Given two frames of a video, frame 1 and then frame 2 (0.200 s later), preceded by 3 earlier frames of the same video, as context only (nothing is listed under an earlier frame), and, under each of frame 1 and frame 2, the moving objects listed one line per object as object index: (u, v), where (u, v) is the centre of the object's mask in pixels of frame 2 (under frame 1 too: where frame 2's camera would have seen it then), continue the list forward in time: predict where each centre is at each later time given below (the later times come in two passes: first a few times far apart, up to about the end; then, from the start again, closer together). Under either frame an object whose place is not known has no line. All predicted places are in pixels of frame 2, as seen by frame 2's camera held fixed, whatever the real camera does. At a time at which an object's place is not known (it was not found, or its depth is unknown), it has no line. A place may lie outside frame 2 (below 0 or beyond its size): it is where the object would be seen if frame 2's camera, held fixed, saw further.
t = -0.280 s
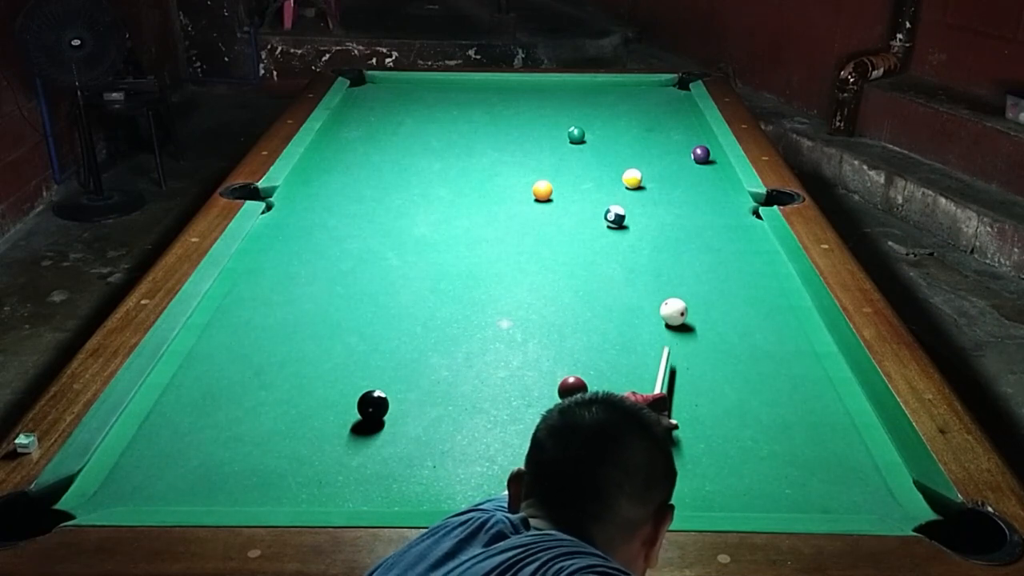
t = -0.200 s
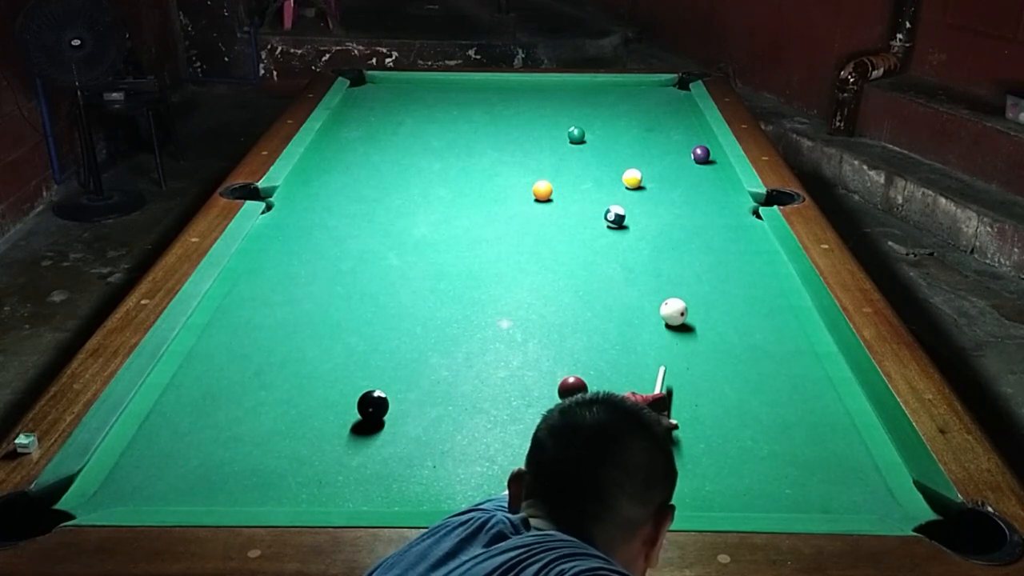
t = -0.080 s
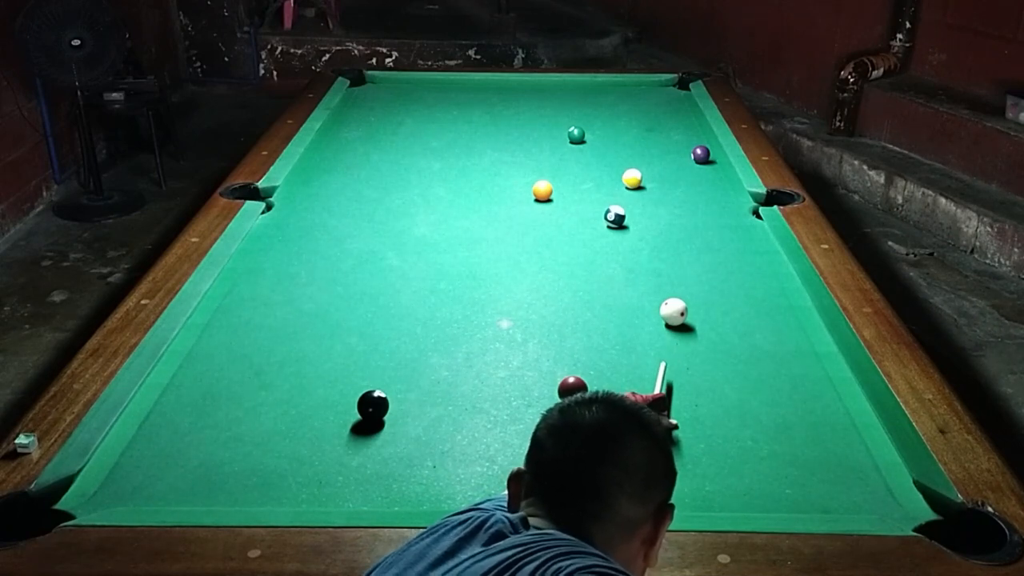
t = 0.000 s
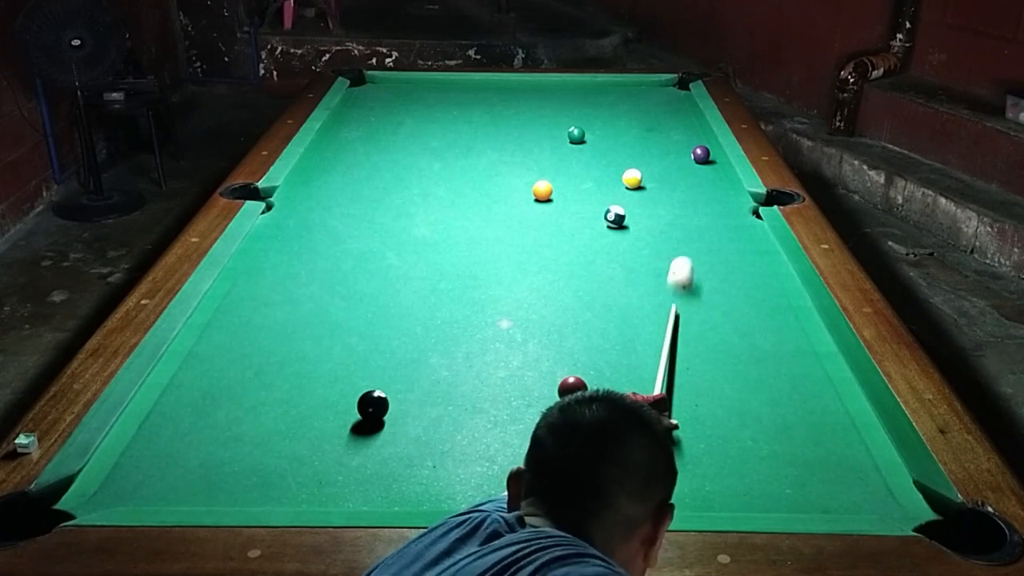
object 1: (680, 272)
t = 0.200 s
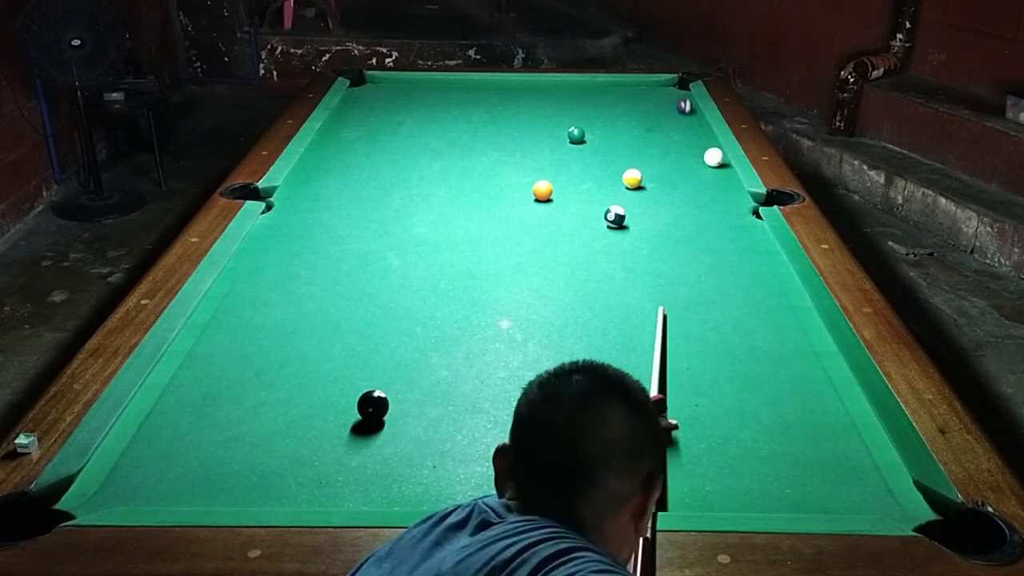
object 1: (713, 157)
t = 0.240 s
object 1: (708, 157)
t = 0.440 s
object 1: (687, 155)
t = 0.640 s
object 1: (668, 154)
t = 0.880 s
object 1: (651, 152)
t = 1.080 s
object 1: (641, 151)
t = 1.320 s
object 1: (632, 151)
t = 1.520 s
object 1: (629, 151)
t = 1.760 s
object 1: (630, 150)
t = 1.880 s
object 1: (630, 151)
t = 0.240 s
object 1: (708, 157)
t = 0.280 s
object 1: (704, 156)
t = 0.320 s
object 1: (699, 156)
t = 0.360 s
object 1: (695, 156)
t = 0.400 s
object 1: (691, 155)
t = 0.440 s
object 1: (687, 155)
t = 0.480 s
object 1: (683, 155)
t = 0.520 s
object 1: (679, 154)
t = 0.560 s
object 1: (675, 154)
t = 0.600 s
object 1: (672, 154)
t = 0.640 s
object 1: (668, 154)
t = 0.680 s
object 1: (665, 153)
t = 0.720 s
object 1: (662, 153)
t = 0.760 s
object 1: (659, 153)
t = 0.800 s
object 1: (656, 153)
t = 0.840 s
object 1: (654, 153)
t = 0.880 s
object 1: (651, 152)
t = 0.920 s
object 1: (649, 152)
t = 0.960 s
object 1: (646, 152)
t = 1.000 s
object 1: (644, 152)
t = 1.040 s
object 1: (642, 152)
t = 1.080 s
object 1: (641, 151)
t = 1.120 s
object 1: (639, 151)
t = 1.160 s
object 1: (637, 151)
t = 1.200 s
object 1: (635, 151)
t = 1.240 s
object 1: (634, 151)
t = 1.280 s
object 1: (633, 151)
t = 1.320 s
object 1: (632, 151)
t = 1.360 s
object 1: (631, 151)
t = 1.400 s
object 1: (631, 151)
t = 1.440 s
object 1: (630, 151)
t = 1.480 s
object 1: (630, 151)
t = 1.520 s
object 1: (629, 151)
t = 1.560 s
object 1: (629, 151)
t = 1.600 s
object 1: (629, 151)
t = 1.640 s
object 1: (629, 152)
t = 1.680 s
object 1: (629, 151)
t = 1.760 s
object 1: (630, 150)
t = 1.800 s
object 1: (630, 151)
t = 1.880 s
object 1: (630, 151)
